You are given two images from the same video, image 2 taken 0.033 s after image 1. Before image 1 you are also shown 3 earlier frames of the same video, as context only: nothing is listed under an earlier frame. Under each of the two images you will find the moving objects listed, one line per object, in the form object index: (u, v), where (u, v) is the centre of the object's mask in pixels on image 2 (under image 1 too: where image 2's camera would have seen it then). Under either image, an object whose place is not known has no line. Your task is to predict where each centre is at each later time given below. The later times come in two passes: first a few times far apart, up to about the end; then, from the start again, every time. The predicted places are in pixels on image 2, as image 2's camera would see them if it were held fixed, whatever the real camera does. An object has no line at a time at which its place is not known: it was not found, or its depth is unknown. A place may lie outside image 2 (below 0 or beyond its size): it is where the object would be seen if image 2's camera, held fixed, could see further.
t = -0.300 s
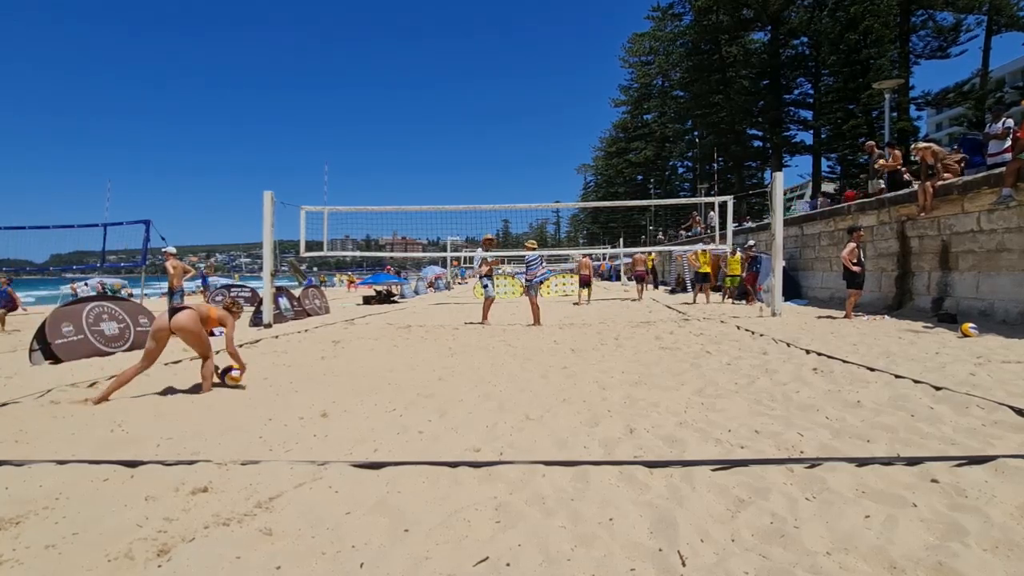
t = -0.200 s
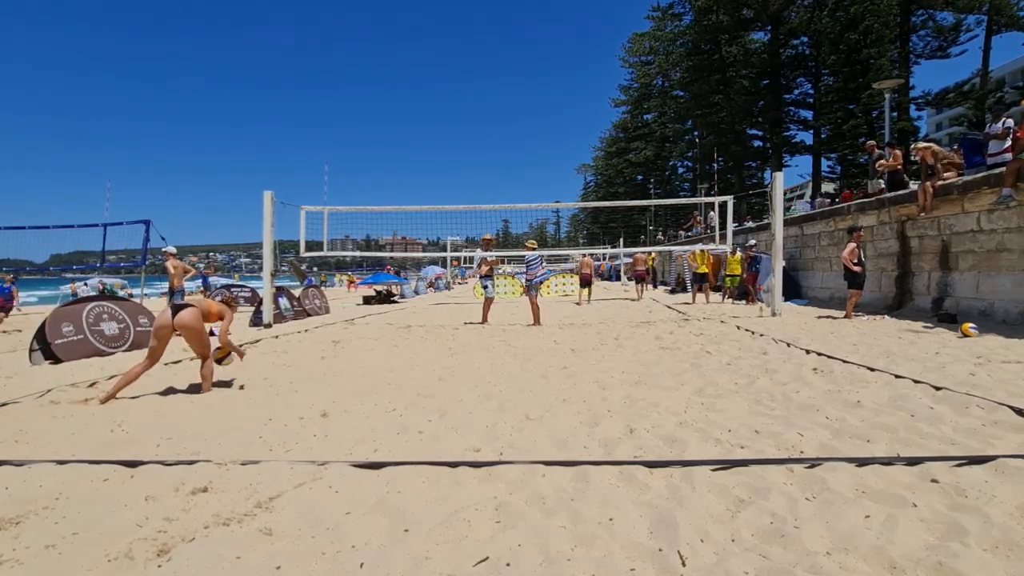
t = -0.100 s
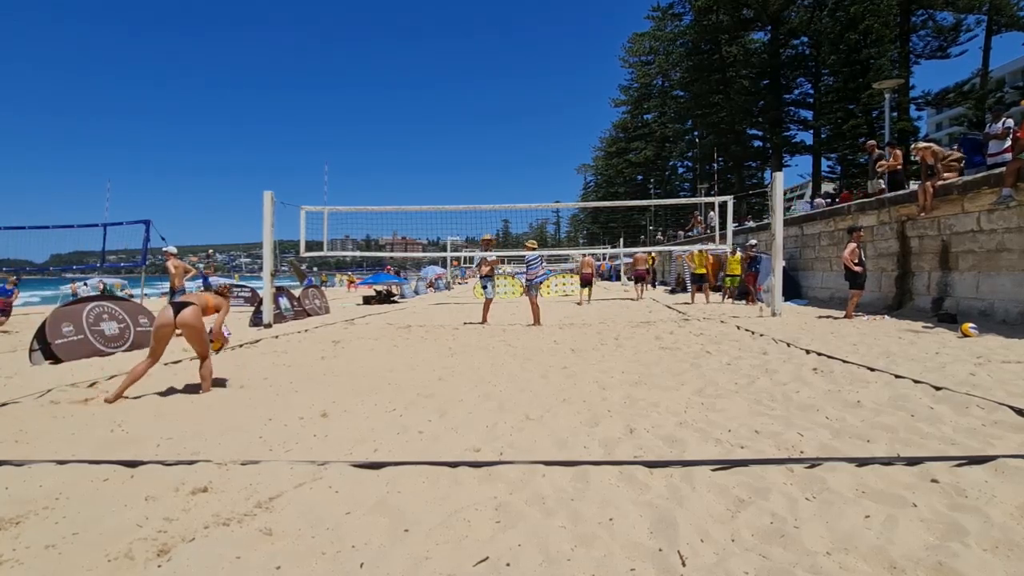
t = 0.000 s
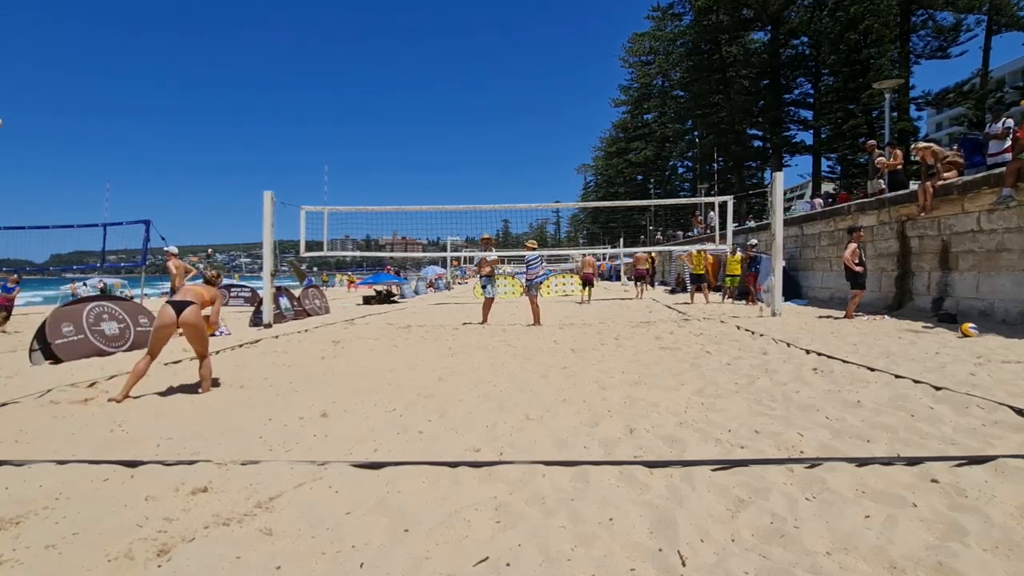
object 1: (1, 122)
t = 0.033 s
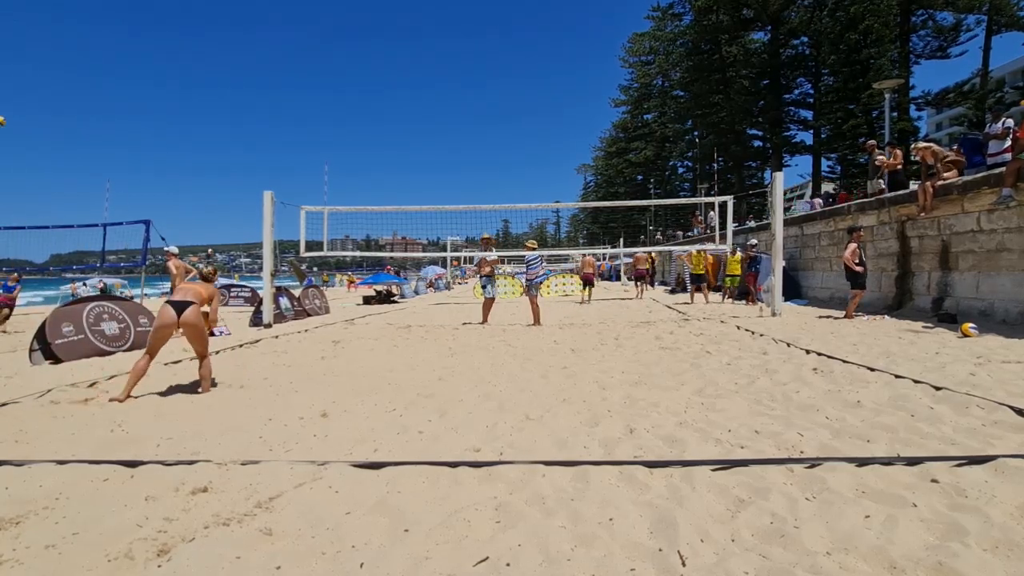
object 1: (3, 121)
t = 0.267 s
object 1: (27, 127)
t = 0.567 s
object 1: (66, 167)
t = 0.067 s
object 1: (4, 120)
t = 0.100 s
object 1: (7, 120)
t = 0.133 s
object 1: (11, 121)
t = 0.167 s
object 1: (15, 121)
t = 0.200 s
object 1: (18, 123)
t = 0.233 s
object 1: (22, 125)
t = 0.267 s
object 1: (27, 127)
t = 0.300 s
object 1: (31, 130)
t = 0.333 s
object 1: (34, 132)
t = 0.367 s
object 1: (39, 136)
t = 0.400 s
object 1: (44, 140)
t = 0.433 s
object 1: (48, 145)
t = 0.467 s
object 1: (53, 150)
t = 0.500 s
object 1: (57, 156)
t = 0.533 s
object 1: (61, 161)
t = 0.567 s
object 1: (66, 167)
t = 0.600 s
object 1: (70, 174)
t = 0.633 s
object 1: (76, 181)
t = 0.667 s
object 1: (81, 189)
